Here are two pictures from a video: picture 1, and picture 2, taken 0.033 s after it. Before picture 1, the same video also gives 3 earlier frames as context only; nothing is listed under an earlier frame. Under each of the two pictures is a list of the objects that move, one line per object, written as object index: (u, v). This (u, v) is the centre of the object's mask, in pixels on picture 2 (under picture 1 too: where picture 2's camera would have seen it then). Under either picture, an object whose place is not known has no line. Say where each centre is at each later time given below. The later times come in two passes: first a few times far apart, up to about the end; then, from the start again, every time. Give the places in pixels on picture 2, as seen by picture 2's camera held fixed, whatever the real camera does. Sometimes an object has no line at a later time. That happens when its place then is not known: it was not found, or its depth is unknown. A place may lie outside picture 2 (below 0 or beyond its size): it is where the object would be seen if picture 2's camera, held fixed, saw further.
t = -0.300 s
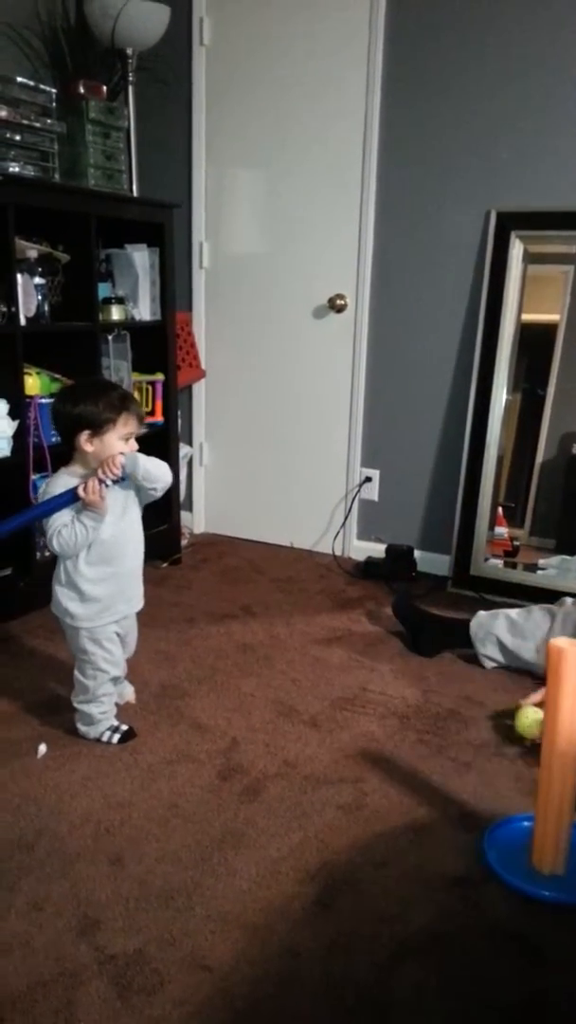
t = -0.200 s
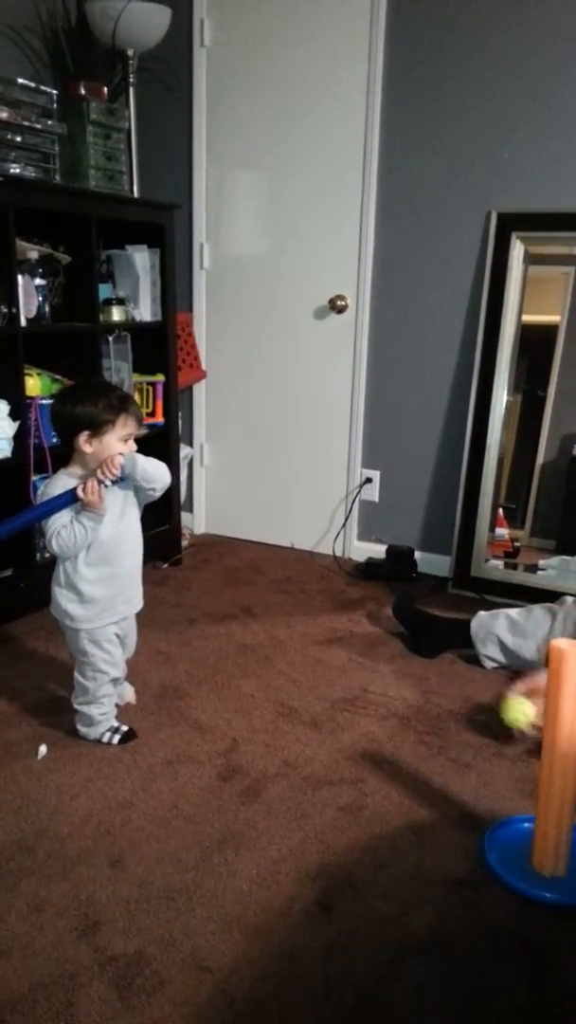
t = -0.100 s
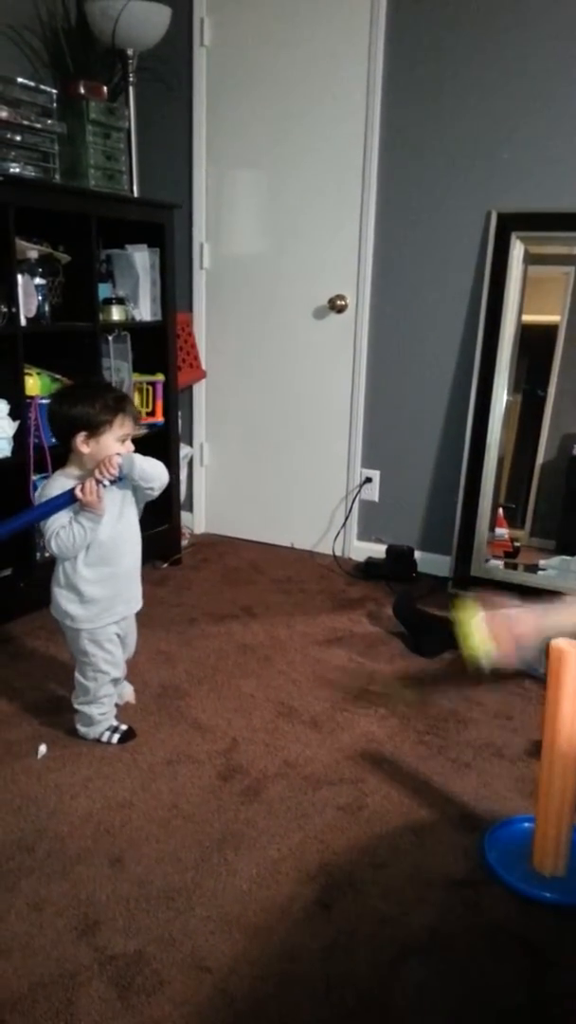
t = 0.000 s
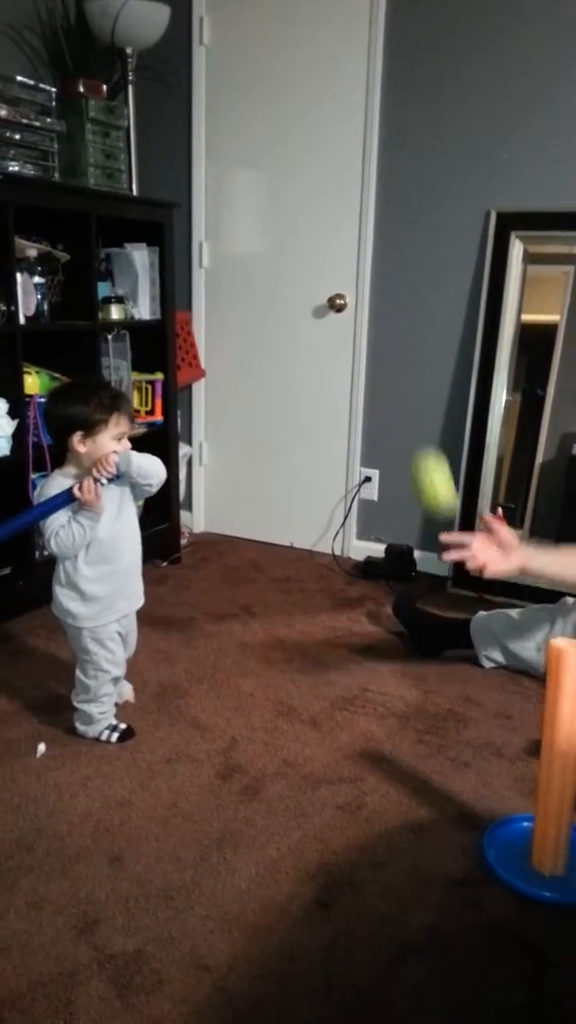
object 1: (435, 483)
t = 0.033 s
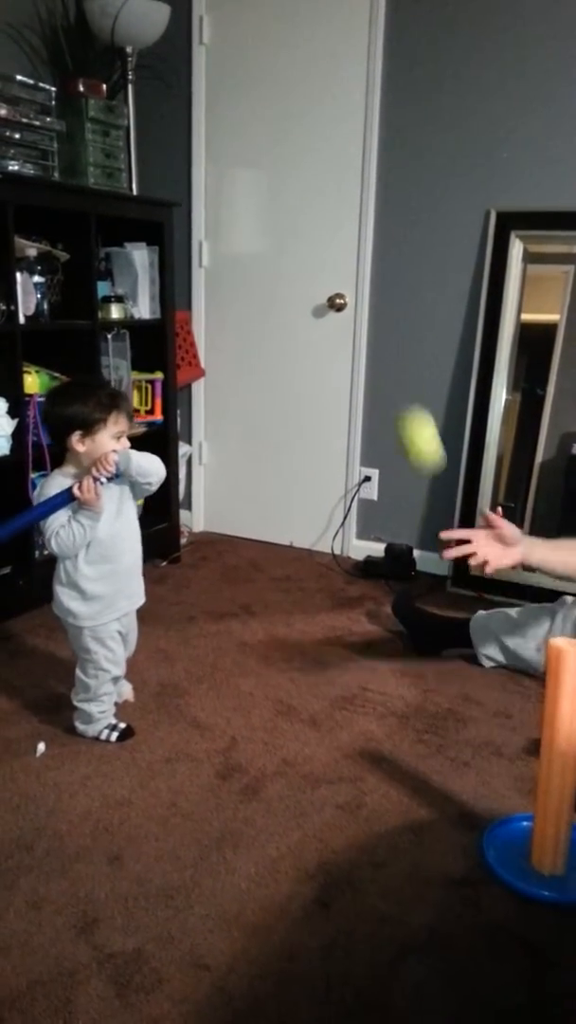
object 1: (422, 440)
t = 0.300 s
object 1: (283, 295)
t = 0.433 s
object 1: (204, 383)
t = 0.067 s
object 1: (407, 401)
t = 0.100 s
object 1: (392, 368)
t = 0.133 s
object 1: (377, 342)
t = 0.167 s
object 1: (360, 320)
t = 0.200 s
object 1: (337, 303)
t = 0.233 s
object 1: (321, 294)
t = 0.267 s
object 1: (303, 292)
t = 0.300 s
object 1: (283, 295)
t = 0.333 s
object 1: (264, 307)
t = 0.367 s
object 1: (245, 324)
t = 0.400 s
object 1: (225, 349)
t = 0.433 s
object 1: (204, 383)
